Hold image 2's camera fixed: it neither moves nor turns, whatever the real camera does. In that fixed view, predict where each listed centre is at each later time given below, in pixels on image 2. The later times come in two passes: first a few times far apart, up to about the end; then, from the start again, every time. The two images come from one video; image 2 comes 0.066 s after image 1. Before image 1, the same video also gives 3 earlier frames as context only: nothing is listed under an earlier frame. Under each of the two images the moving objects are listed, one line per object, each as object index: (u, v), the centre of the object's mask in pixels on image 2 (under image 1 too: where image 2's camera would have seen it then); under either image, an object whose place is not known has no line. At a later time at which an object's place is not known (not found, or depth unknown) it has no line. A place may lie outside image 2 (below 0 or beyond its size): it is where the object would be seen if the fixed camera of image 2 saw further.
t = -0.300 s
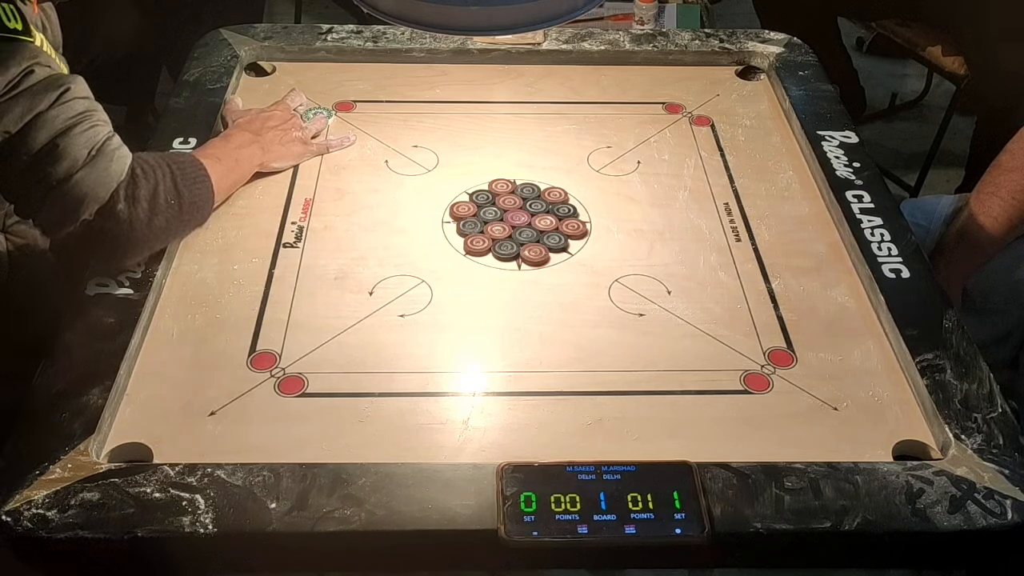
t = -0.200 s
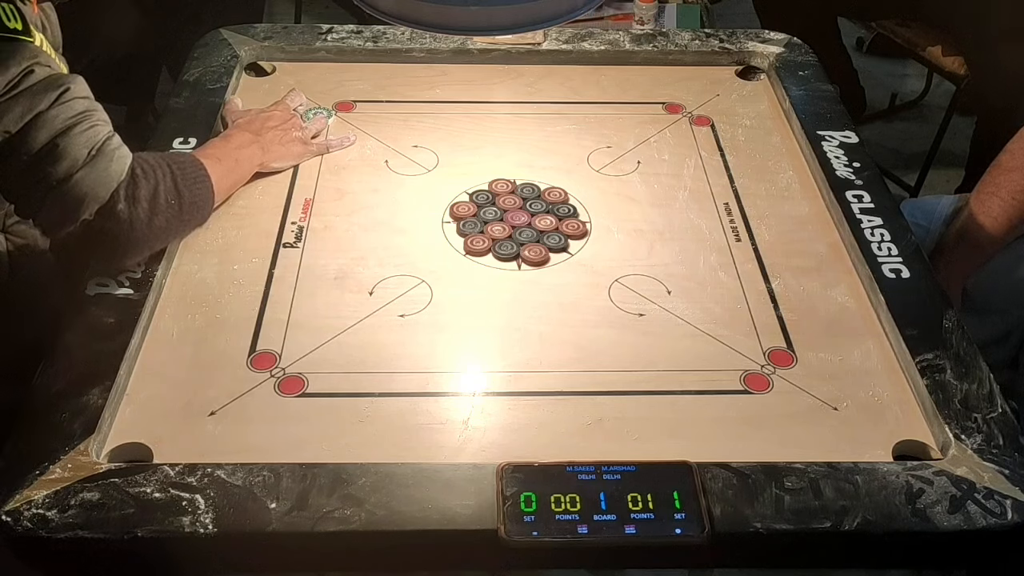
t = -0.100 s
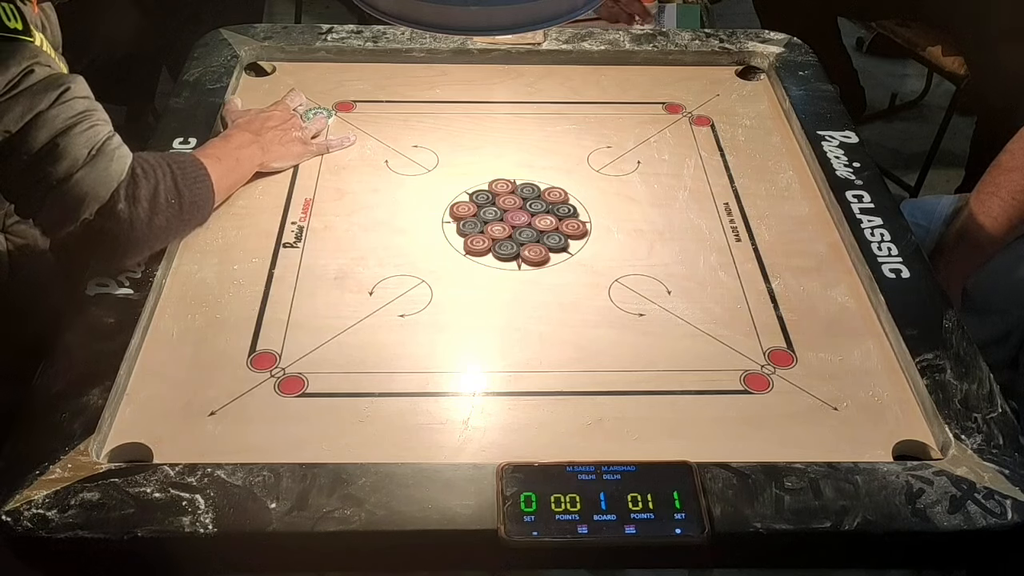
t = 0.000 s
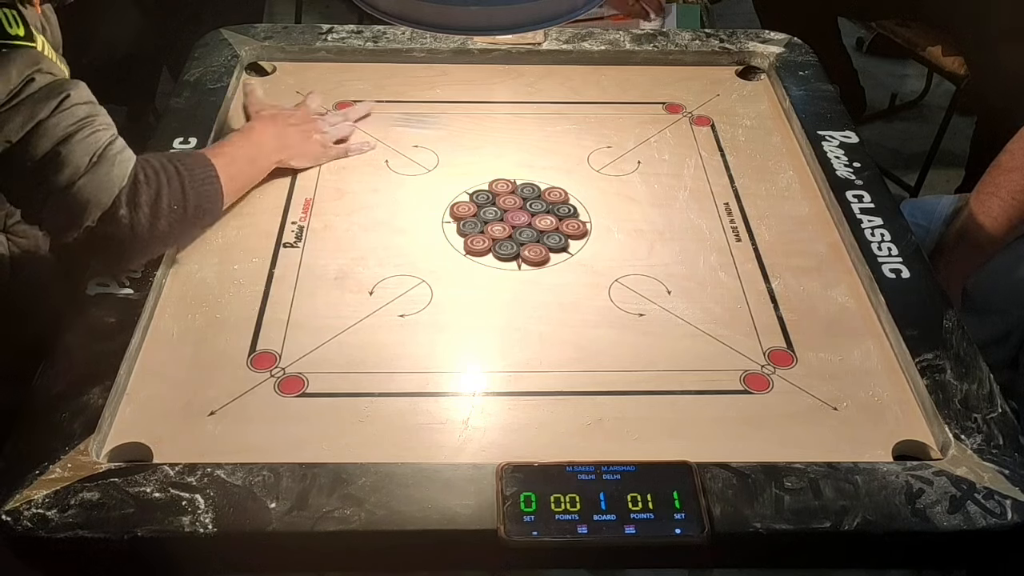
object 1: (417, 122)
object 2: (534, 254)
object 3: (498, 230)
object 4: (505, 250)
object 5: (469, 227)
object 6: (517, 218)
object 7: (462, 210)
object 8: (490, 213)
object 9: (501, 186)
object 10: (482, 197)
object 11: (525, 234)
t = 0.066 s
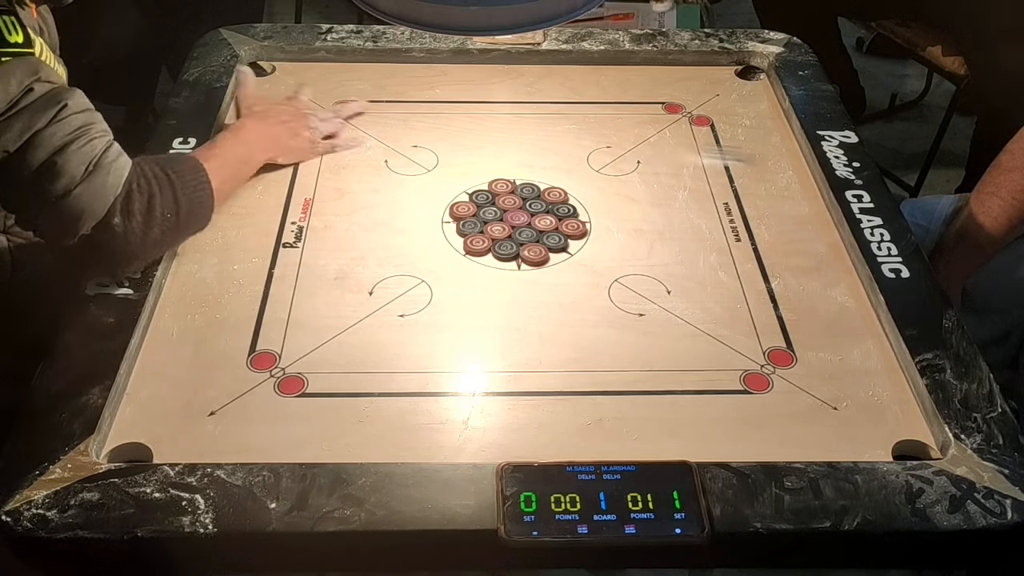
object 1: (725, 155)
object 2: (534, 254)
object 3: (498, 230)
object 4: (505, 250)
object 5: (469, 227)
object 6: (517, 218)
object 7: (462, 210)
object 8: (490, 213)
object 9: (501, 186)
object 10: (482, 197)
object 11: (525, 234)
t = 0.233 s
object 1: (572, 166)
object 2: (563, 301)
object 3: (436, 265)
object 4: (509, 292)
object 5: (349, 260)
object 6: (477, 241)
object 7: (376, 230)
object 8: (445, 223)
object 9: (472, 203)
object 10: (418, 193)
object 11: (515, 253)
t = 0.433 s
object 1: (557, 129)
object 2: (619, 387)
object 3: (313, 331)
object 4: (517, 361)
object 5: (229, 326)
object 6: (414, 276)
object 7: (201, 269)
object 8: (381, 235)
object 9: (428, 202)
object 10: (311, 182)
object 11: (506, 268)
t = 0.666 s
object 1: (553, 108)
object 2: (648, 427)
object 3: (380, 410)
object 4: (519, 382)
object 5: (250, 337)
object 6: (399, 285)
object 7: (251, 284)
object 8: (368, 238)
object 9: (425, 202)
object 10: (259, 176)
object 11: (506, 268)
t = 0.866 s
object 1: (552, 101)
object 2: (648, 427)
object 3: (428, 447)
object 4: (519, 382)
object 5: (250, 337)
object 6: (399, 285)
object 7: (261, 286)
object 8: (368, 238)
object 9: (425, 202)
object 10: (258, 176)
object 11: (506, 268)
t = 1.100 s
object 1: (552, 101)
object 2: (648, 427)
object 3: (434, 449)
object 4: (519, 382)
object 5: (250, 337)
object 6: (399, 285)
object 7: (261, 286)
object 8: (368, 238)
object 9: (425, 202)
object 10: (258, 176)
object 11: (506, 268)
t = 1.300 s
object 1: (552, 101)
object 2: (648, 427)
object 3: (434, 449)
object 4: (519, 382)
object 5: (250, 337)
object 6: (399, 285)
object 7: (261, 286)
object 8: (368, 238)
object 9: (425, 202)
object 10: (258, 176)
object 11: (506, 268)
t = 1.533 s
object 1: (552, 101)
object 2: (648, 427)
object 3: (434, 449)
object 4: (519, 382)
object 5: (250, 337)
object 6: (399, 285)
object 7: (261, 286)
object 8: (368, 238)
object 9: (425, 202)
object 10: (258, 176)
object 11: (506, 268)
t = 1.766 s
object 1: (552, 101)
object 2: (648, 427)
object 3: (434, 449)
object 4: (519, 382)
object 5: (250, 337)
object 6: (399, 285)
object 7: (260, 286)
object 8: (368, 238)
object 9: (425, 202)
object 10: (258, 176)
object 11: (506, 268)
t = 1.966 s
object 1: (552, 101)
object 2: (648, 427)
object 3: (434, 449)
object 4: (519, 382)
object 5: (250, 337)
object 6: (399, 285)
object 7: (261, 286)
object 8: (368, 238)
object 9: (425, 202)
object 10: (258, 176)
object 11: (506, 268)
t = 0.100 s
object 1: (739, 170)
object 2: (534, 254)
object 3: (498, 230)
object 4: (505, 250)
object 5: (469, 227)
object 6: (517, 218)
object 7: (462, 210)
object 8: (490, 213)
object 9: (501, 186)
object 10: (482, 197)
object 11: (525, 235)
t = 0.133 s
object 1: (631, 187)
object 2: (534, 254)
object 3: (498, 230)
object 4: (506, 250)
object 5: (469, 227)
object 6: (517, 217)
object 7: (462, 210)
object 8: (490, 213)
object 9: (501, 186)
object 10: (482, 197)
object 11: (525, 235)
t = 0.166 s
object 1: (580, 184)
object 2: (542, 266)
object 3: (483, 240)
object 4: (507, 260)
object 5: (441, 236)
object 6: (507, 223)
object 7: (441, 215)
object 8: (478, 217)
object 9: (500, 204)
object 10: (467, 197)
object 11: (523, 241)
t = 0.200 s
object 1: (576, 175)
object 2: (552, 284)
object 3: (459, 252)
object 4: (508, 277)
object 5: (394, 248)
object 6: (492, 233)
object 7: (408, 223)
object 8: (461, 220)
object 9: (485, 203)
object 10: (441, 195)
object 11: (519, 248)
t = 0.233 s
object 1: (572, 166)
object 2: (563, 301)
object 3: (436, 265)
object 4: (509, 292)
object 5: (349, 260)
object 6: (477, 241)
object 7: (376, 230)
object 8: (445, 223)
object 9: (472, 203)
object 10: (418, 193)
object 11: (515, 253)
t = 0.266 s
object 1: (568, 158)
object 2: (573, 317)
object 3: (413, 276)
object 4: (511, 307)
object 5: (303, 272)
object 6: (463, 248)
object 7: (344, 237)
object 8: (431, 226)
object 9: (461, 202)
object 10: (396, 191)
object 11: (512, 258)
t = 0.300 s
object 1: (566, 152)
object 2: (584, 334)
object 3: (392, 288)
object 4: (512, 320)
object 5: (257, 285)
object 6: (451, 255)
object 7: (314, 244)
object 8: (418, 228)
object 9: (451, 202)
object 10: (376, 189)
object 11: (510, 262)
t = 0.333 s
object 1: (563, 145)
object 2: (593, 348)
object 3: (370, 300)
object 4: (513, 332)
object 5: (210, 298)
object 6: (440, 261)
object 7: (283, 251)
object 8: (406, 230)
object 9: (443, 202)
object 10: (357, 187)
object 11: (508, 265)
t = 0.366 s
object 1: (561, 139)
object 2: (602, 363)
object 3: (350, 310)
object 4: (514, 343)
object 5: (172, 309)
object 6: (429, 267)
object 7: (253, 257)
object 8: (396, 232)
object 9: (436, 202)
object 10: (340, 185)
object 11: (507, 267)
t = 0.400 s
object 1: (559, 134)
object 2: (610, 376)
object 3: (331, 321)
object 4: (515, 353)
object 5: (200, 318)
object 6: (421, 272)
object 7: (227, 263)
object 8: (388, 234)
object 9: (431, 202)
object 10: (325, 184)
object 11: (506, 268)
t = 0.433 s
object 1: (557, 129)
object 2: (619, 387)
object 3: (313, 331)
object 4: (517, 361)
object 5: (229, 326)
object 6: (414, 276)
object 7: (201, 269)
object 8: (381, 235)
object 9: (428, 202)
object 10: (311, 182)
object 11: (506, 268)
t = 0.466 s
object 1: (556, 125)
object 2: (625, 397)
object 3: (297, 340)
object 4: (517, 368)
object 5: (255, 334)
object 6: (408, 279)
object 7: (185, 274)
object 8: (375, 236)
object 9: (426, 202)
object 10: (299, 181)
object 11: (506, 268)
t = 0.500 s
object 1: (555, 121)
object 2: (632, 407)
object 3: (305, 351)
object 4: (518, 374)
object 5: (258, 336)
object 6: (403, 281)
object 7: (199, 276)
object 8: (371, 237)
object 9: (425, 202)
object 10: (287, 180)
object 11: (506, 268)
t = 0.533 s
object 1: (555, 117)
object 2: (637, 413)
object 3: (322, 364)
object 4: (518, 378)
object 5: (254, 336)
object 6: (400, 283)
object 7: (213, 278)
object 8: (368, 238)
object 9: (425, 202)
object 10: (278, 179)
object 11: (506, 268)
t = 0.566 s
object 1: (554, 115)
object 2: (642, 419)
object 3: (338, 376)
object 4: (519, 381)
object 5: (251, 337)
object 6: (399, 285)
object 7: (225, 281)
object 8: (368, 238)
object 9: (425, 202)
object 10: (271, 178)
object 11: (506, 268)
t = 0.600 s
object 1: (553, 112)
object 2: (645, 424)
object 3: (354, 389)
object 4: (519, 382)
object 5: (250, 337)
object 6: (399, 285)
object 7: (235, 282)
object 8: (368, 238)
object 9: (425, 202)
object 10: (265, 177)
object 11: (506, 268)
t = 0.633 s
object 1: (553, 110)
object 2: (647, 426)
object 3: (367, 400)
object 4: (519, 382)
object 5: (250, 337)
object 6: (399, 285)
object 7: (243, 283)
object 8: (368, 238)
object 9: (425, 202)
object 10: (261, 177)
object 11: (506, 268)
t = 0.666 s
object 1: (553, 108)
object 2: (648, 427)
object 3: (380, 410)
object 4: (519, 382)
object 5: (250, 337)
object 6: (399, 285)
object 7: (251, 284)
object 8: (368, 238)
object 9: (425, 202)
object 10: (259, 176)
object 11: (506, 268)
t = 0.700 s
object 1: (553, 106)
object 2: (648, 427)
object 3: (391, 419)
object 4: (519, 382)
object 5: (250, 337)
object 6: (399, 285)
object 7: (255, 285)
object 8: (368, 238)
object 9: (425, 202)
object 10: (258, 176)
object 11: (506, 268)
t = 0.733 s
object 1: (553, 105)
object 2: (648, 427)
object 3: (401, 426)
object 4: (519, 382)
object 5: (250, 337)
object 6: (399, 285)
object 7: (259, 286)
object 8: (368, 238)
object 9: (425, 202)
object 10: (258, 176)
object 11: (506, 268)
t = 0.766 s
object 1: (552, 103)
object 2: (648, 427)
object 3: (410, 433)
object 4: (519, 382)
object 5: (250, 337)
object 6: (399, 285)
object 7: (260, 286)
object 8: (368, 238)
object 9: (425, 202)
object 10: (258, 176)
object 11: (506, 268)
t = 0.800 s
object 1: (552, 102)
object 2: (648, 427)
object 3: (418, 438)
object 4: (519, 382)
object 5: (250, 337)
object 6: (399, 285)
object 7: (261, 286)
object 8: (368, 238)
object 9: (425, 202)
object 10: (258, 176)
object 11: (506, 268)
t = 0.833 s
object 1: (552, 102)
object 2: (648, 427)
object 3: (423, 445)
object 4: (519, 382)
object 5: (250, 337)
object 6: (399, 285)
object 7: (261, 286)
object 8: (368, 238)
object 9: (425, 202)
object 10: (258, 176)
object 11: (506, 268)
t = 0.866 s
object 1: (552, 101)
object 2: (648, 427)
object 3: (428, 447)
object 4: (519, 382)
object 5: (250, 337)
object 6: (399, 285)
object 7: (261, 286)
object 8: (368, 238)
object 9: (425, 202)
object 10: (258, 176)
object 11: (506, 268)
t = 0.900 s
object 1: (552, 101)
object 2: (648, 427)
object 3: (432, 448)
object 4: (519, 382)
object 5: (249, 337)
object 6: (399, 285)
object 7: (261, 286)
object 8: (368, 238)
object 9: (425, 202)
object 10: (258, 176)
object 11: (506, 268)
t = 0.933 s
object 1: (552, 101)
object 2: (648, 427)
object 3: (434, 449)
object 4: (519, 382)
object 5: (250, 337)
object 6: (399, 285)
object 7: (261, 286)
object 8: (368, 238)
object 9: (425, 202)
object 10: (258, 176)
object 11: (506, 268)
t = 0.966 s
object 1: (552, 101)
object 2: (648, 427)
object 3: (433, 449)
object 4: (519, 382)
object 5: (250, 337)
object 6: (399, 285)
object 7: (261, 286)
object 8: (368, 238)
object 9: (425, 202)
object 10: (258, 176)
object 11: (506, 268)
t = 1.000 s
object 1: (552, 101)
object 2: (648, 427)
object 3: (433, 449)
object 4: (519, 382)
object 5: (250, 337)
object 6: (399, 285)
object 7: (261, 286)
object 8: (368, 238)
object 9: (425, 202)
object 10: (258, 176)
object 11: (506, 268)
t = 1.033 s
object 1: (552, 101)
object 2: (648, 427)
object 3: (434, 449)
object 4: (519, 382)
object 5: (250, 337)
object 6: (399, 285)
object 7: (261, 286)
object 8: (368, 238)
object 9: (425, 202)
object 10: (258, 176)
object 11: (506, 268)
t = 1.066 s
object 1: (552, 101)
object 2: (648, 427)
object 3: (434, 449)
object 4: (519, 382)
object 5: (250, 337)
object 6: (399, 285)
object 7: (261, 286)
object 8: (368, 238)
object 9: (425, 202)
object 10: (258, 176)
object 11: (506, 268)
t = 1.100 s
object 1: (552, 101)
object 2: (648, 427)
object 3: (434, 449)
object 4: (519, 382)
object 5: (250, 337)
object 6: (399, 285)
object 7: (261, 286)
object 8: (368, 238)
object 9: (425, 202)
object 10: (258, 176)
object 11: (506, 268)
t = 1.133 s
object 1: (552, 101)
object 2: (648, 427)
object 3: (434, 449)
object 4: (519, 382)
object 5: (250, 337)
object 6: (399, 285)
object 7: (261, 286)
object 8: (368, 238)
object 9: (425, 202)
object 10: (258, 176)
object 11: (506, 268)
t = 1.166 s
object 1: (552, 101)
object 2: (648, 427)
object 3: (434, 449)
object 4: (519, 382)
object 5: (250, 337)
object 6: (399, 285)
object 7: (261, 286)
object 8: (368, 238)
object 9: (425, 202)
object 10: (258, 176)
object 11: (506, 268)
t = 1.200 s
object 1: (552, 101)
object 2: (648, 427)
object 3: (434, 449)
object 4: (519, 382)
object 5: (250, 337)
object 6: (399, 285)
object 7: (261, 286)
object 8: (368, 238)
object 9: (425, 202)
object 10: (258, 176)
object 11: (506, 268)
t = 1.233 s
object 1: (552, 101)
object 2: (648, 427)
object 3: (434, 449)
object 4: (519, 382)
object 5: (250, 337)
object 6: (399, 285)
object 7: (261, 286)
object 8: (368, 238)
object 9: (425, 202)
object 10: (258, 176)
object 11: (506, 268)
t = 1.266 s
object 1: (552, 101)
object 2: (648, 427)
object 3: (434, 449)
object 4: (519, 382)
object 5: (250, 337)
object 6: (399, 285)
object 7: (261, 286)
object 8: (368, 238)
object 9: (425, 202)
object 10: (258, 176)
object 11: (506, 268)
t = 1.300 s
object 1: (552, 101)
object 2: (648, 427)
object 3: (434, 449)
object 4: (519, 382)
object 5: (250, 337)
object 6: (399, 285)
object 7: (261, 286)
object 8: (368, 238)
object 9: (425, 202)
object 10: (258, 176)
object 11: (506, 268)
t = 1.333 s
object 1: (552, 101)
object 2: (648, 427)
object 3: (434, 449)
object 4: (519, 382)
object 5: (250, 337)
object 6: (399, 285)
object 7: (261, 286)
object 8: (368, 238)
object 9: (425, 202)
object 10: (258, 176)
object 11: (506, 268)
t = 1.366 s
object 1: (552, 101)
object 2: (648, 427)
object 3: (434, 449)
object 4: (519, 382)
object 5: (250, 337)
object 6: (399, 285)
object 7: (261, 286)
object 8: (368, 238)
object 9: (425, 202)
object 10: (258, 176)
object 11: (506, 268)
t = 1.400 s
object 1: (552, 101)
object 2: (648, 427)
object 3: (434, 449)
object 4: (519, 382)
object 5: (250, 337)
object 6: (399, 285)
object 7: (261, 286)
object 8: (368, 238)
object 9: (425, 202)
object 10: (258, 176)
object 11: (506, 268)
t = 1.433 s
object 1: (552, 101)
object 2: (648, 427)
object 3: (434, 449)
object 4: (519, 382)
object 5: (250, 337)
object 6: (399, 285)
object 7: (261, 286)
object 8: (368, 238)
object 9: (425, 202)
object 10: (258, 176)
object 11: (506, 268)
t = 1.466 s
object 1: (552, 101)
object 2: (648, 427)
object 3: (434, 449)
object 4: (519, 382)
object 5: (250, 337)
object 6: (399, 285)
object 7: (261, 286)
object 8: (368, 238)
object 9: (425, 202)
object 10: (258, 176)
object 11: (506, 268)
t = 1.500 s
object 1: (552, 101)
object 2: (648, 427)
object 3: (434, 449)
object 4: (519, 382)
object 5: (250, 337)
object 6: (399, 285)
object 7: (261, 286)
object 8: (368, 238)
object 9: (425, 202)
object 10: (258, 176)
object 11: (506, 268)
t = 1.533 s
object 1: (552, 101)
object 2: (648, 427)
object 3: (434, 449)
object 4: (519, 382)
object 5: (250, 337)
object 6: (399, 285)
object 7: (261, 286)
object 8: (368, 238)
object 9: (425, 202)
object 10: (258, 176)
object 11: (506, 268)
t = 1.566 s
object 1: (552, 101)
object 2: (648, 427)
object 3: (434, 449)
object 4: (519, 382)
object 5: (250, 337)
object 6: (399, 285)
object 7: (261, 286)
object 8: (368, 238)
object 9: (425, 202)
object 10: (258, 176)
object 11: (506, 268)
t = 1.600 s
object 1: (552, 101)
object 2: (648, 427)
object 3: (434, 449)
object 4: (519, 382)
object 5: (250, 337)
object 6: (399, 285)
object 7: (261, 286)
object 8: (368, 238)
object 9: (425, 202)
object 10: (258, 176)
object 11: (506, 268)
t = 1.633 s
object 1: (552, 101)
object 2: (648, 427)
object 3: (434, 449)
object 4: (519, 382)
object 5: (250, 337)
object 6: (399, 285)
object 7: (261, 286)
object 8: (368, 238)
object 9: (425, 202)
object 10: (258, 176)
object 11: (506, 268)
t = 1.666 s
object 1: (552, 101)
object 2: (648, 427)
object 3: (434, 449)
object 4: (519, 382)
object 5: (250, 337)
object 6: (399, 285)
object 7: (261, 286)
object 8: (368, 238)
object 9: (425, 202)
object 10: (258, 176)
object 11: (506, 268)
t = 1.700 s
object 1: (552, 101)
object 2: (648, 427)
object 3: (434, 449)
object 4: (519, 382)
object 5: (250, 337)
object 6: (399, 285)
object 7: (261, 286)
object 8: (368, 238)
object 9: (425, 202)
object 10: (258, 176)
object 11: (506, 268)
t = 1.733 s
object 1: (552, 101)
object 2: (648, 427)
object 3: (434, 449)
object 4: (519, 382)
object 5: (250, 337)
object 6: (399, 285)
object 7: (260, 286)
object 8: (368, 238)
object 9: (425, 202)
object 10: (258, 176)
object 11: (506, 268)
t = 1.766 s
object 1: (552, 101)
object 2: (648, 427)
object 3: (434, 449)
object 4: (519, 382)
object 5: (250, 337)
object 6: (399, 285)
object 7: (260, 286)
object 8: (368, 238)
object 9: (425, 202)
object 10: (258, 176)
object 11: (506, 268)
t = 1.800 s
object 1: (552, 101)
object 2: (648, 427)
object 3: (434, 448)
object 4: (519, 382)
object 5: (250, 337)
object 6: (399, 285)
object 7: (261, 286)
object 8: (368, 238)
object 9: (425, 202)
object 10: (258, 176)
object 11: (506, 268)
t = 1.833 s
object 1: (552, 101)
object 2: (648, 427)
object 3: (433, 449)
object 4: (519, 382)
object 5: (250, 337)
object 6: (399, 285)
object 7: (260, 286)
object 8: (368, 238)
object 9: (425, 202)
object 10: (258, 176)
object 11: (506, 268)
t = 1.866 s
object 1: (552, 101)
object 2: (648, 427)
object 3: (434, 449)
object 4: (519, 382)
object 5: (250, 337)
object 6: (399, 285)
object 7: (260, 286)
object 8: (368, 238)
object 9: (425, 202)
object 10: (258, 176)
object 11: (506, 268)
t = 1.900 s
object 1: (552, 101)
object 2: (648, 427)
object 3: (434, 449)
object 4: (519, 382)
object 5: (250, 337)
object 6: (399, 285)
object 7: (261, 286)
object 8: (368, 238)
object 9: (425, 202)
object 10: (258, 176)
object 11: (506, 268)
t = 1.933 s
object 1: (552, 101)
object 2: (648, 427)
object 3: (434, 449)
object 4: (519, 382)
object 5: (250, 337)
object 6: (399, 285)
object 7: (261, 286)
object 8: (368, 238)
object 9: (425, 202)
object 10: (258, 176)
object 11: (506, 268)
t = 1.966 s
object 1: (552, 101)
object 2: (648, 427)
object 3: (434, 449)
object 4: (519, 382)
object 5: (250, 337)
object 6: (399, 285)
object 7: (261, 286)
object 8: (368, 238)
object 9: (425, 202)
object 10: (258, 176)
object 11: (506, 268)
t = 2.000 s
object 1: (552, 101)
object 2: (648, 427)
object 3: (434, 449)
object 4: (519, 382)
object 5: (250, 337)
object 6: (399, 285)
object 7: (261, 286)
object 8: (368, 238)
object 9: (425, 202)
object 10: (258, 176)
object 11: (506, 268)
